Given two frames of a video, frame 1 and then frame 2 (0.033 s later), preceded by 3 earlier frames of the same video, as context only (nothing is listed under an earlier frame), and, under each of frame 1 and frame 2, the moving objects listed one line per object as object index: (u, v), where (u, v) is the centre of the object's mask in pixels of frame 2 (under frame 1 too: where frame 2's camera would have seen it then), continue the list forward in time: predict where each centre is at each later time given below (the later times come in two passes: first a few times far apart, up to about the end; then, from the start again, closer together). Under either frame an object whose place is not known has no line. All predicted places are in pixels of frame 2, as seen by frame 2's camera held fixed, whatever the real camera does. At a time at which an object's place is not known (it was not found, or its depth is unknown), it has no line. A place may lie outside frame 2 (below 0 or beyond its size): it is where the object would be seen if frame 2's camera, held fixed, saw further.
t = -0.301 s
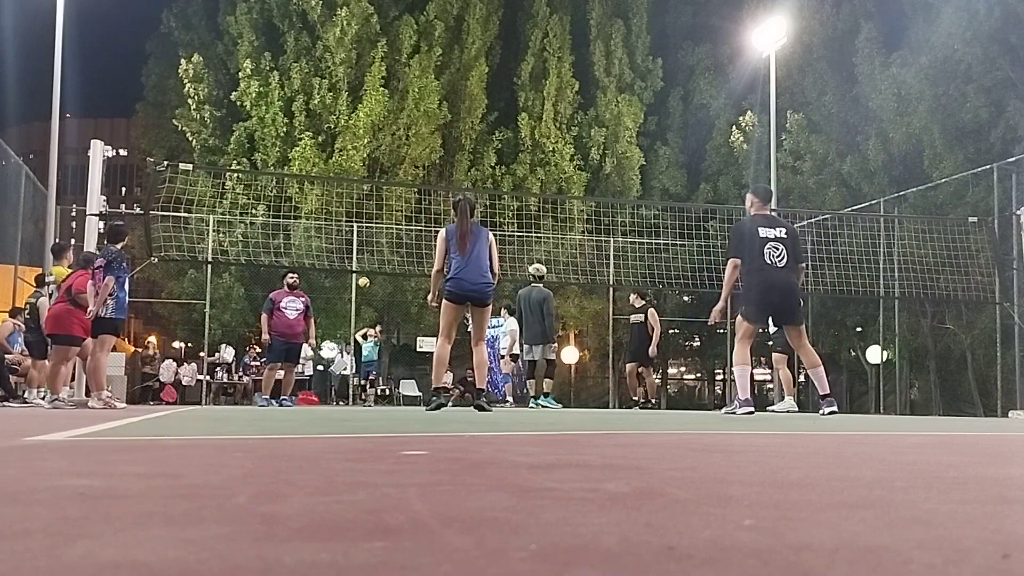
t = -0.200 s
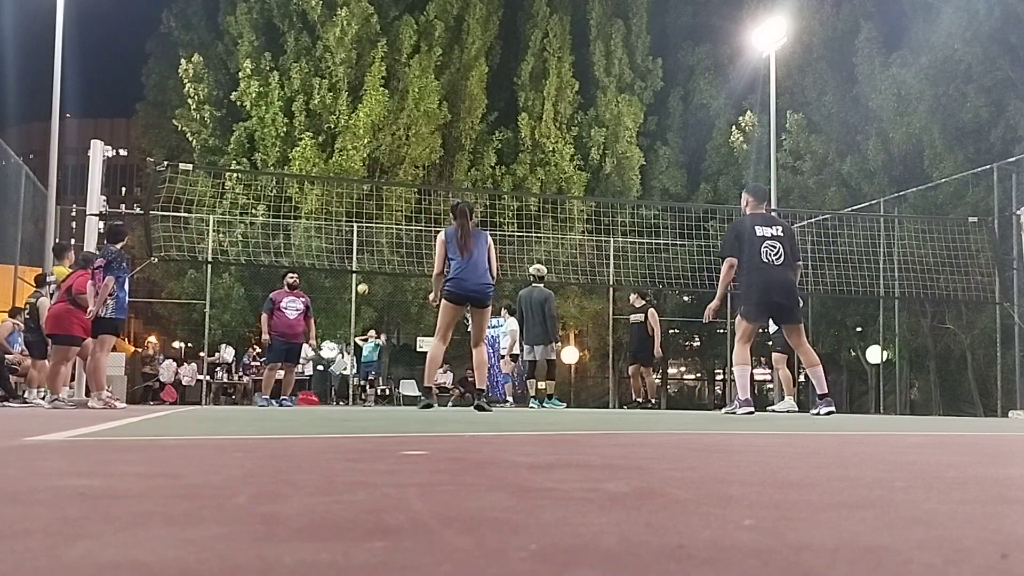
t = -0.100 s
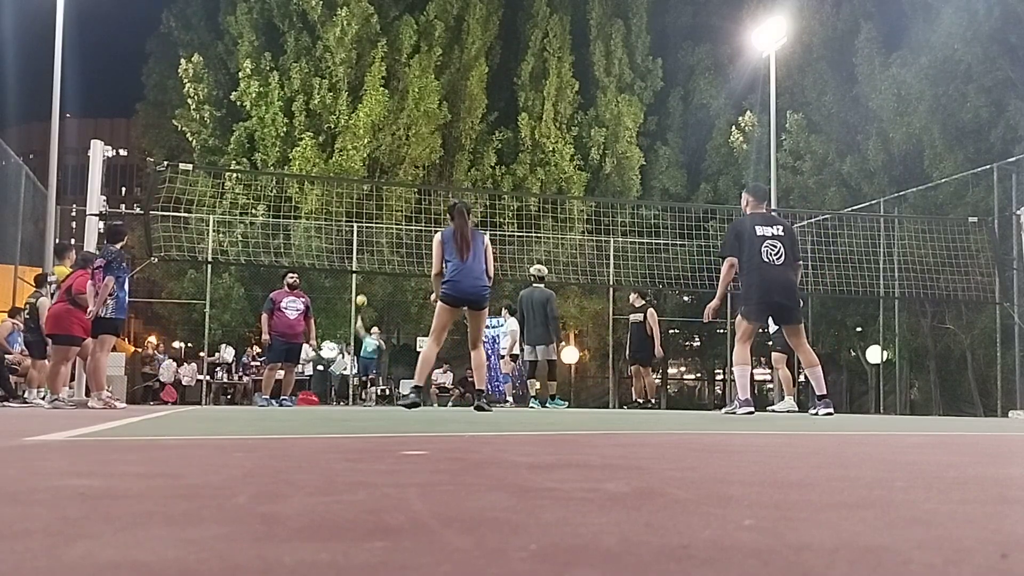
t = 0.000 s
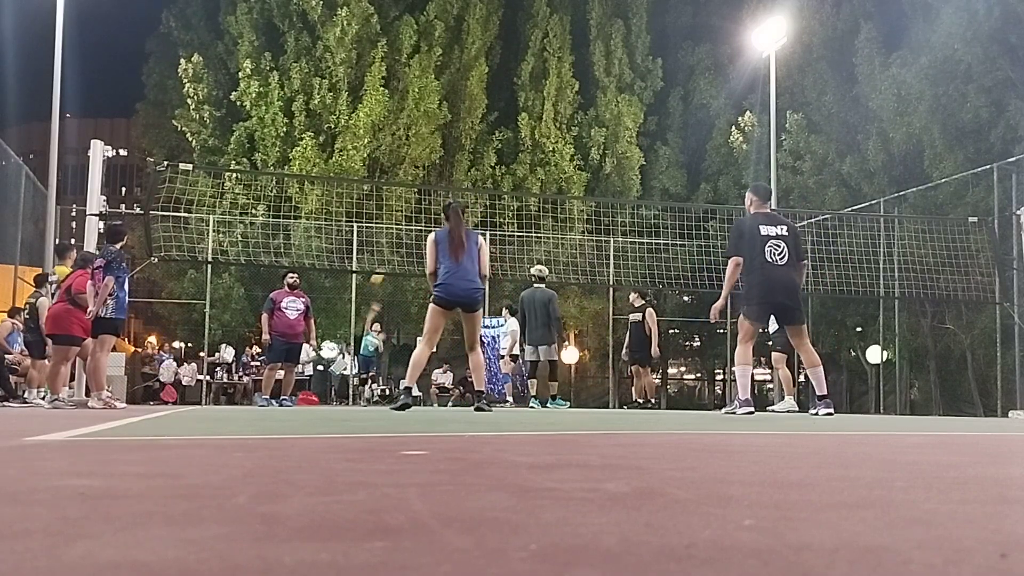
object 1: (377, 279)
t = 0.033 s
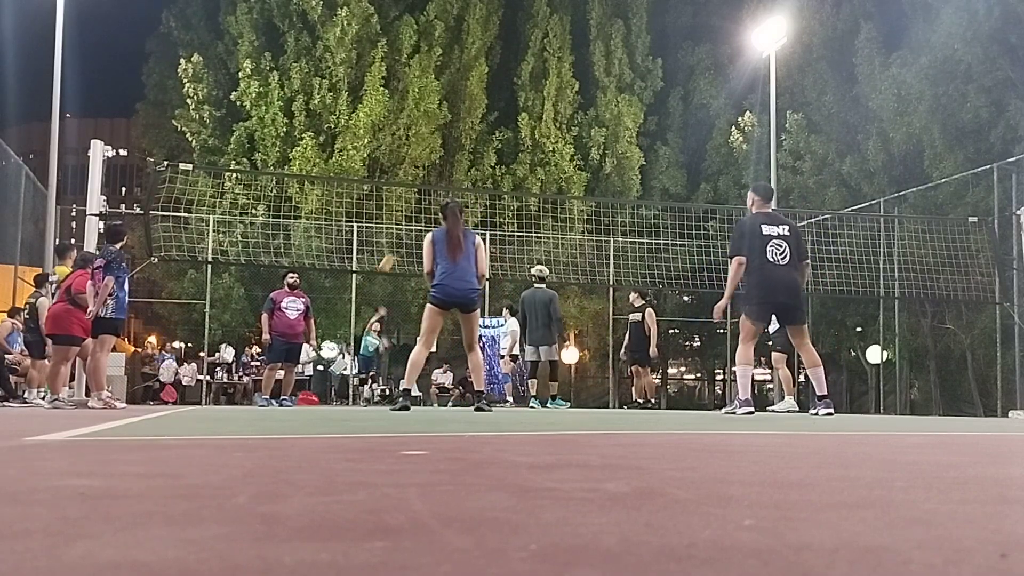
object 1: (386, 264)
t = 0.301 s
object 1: (456, 166)
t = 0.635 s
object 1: (561, 81)
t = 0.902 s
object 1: (662, 52)
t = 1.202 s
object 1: (806, 77)
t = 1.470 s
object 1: (976, 179)
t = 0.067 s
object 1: (394, 251)
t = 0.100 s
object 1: (403, 238)
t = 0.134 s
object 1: (411, 224)
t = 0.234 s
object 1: (438, 188)
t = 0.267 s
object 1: (447, 177)
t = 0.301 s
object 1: (456, 166)
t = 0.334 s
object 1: (466, 156)
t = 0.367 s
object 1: (476, 145)
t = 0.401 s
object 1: (486, 136)
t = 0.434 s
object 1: (496, 127)
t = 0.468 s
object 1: (507, 118)
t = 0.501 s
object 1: (516, 109)
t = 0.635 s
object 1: (561, 81)
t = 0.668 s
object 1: (572, 76)
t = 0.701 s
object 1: (584, 70)
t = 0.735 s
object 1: (597, 65)
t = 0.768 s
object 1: (609, 61)
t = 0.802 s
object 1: (622, 58)
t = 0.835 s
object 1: (635, 55)
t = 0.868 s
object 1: (648, 53)
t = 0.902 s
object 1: (662, 52)
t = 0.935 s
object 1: (676, 52)
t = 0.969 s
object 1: (690, 52)
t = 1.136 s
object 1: (770, 65)
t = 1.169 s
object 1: (789, 71)
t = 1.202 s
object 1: (806, 77)
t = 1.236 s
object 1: (824, 84)
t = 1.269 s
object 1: (845, 94)
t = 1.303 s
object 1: (864, 104)
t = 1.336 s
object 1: (884, 115)
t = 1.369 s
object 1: (906, 129)
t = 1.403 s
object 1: (929, 144)
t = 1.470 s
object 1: (976, 179)
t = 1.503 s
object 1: (1000, 198)
